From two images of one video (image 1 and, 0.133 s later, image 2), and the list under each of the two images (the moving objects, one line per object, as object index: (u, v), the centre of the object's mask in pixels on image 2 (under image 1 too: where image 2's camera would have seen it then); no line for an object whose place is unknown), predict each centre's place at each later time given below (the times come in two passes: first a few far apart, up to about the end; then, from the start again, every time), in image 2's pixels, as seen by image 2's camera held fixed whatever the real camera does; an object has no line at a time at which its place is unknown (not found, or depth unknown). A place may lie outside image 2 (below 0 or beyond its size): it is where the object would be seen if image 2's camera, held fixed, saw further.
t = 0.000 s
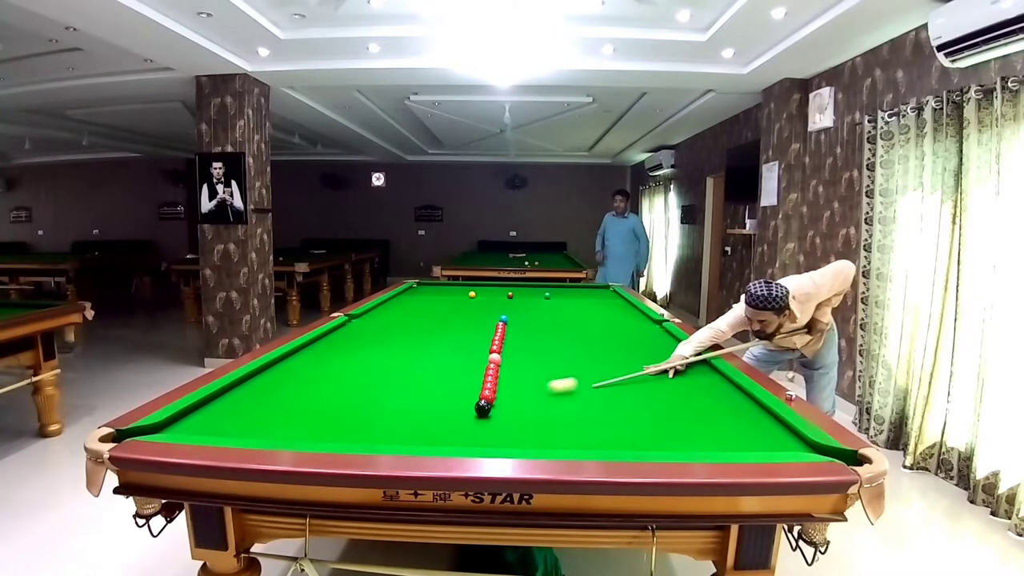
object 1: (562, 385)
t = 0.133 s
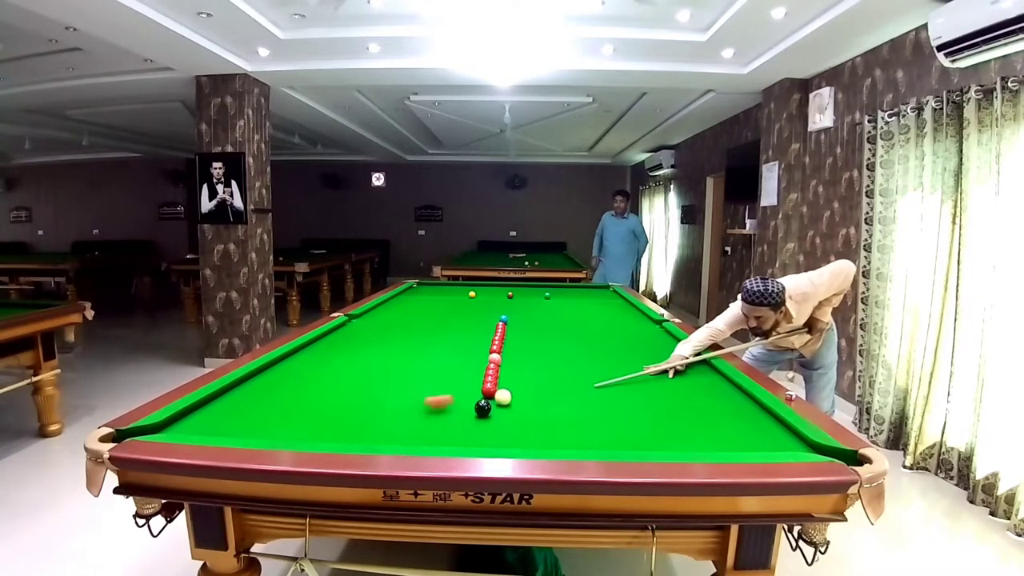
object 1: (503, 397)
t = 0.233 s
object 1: (510, 398)
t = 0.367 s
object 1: (522, 399)
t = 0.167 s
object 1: (504, 398)
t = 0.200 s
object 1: (507, 398)
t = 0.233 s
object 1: (510, 398)
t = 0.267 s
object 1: (513, 399)
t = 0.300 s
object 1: (516, 399)
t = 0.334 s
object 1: (519, 399)
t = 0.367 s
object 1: (522, 399)
